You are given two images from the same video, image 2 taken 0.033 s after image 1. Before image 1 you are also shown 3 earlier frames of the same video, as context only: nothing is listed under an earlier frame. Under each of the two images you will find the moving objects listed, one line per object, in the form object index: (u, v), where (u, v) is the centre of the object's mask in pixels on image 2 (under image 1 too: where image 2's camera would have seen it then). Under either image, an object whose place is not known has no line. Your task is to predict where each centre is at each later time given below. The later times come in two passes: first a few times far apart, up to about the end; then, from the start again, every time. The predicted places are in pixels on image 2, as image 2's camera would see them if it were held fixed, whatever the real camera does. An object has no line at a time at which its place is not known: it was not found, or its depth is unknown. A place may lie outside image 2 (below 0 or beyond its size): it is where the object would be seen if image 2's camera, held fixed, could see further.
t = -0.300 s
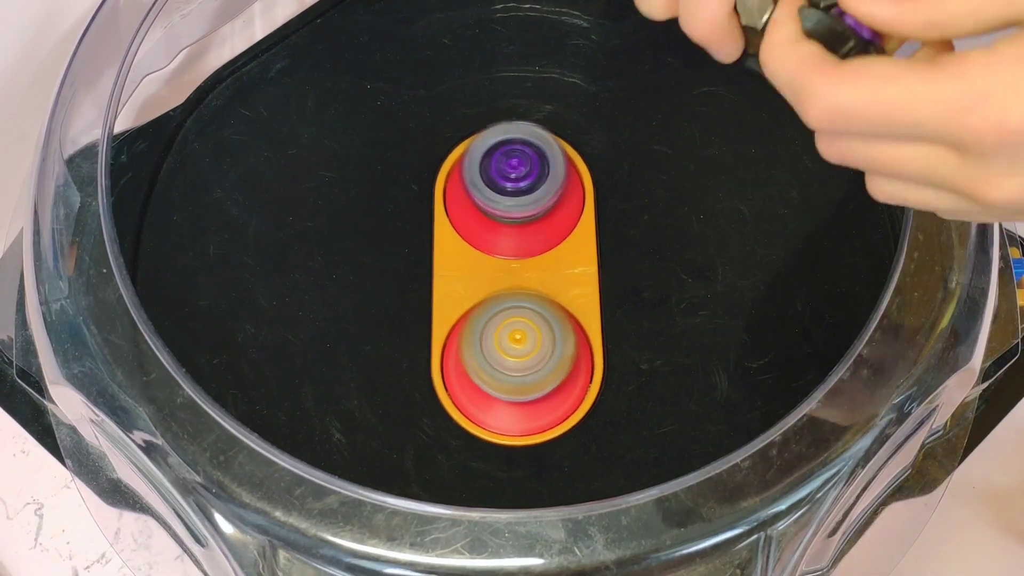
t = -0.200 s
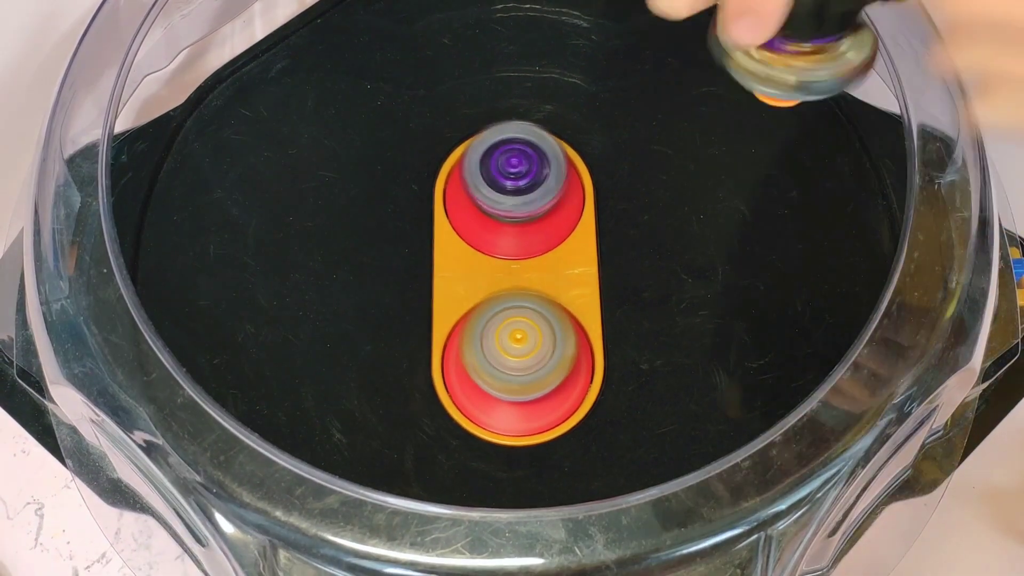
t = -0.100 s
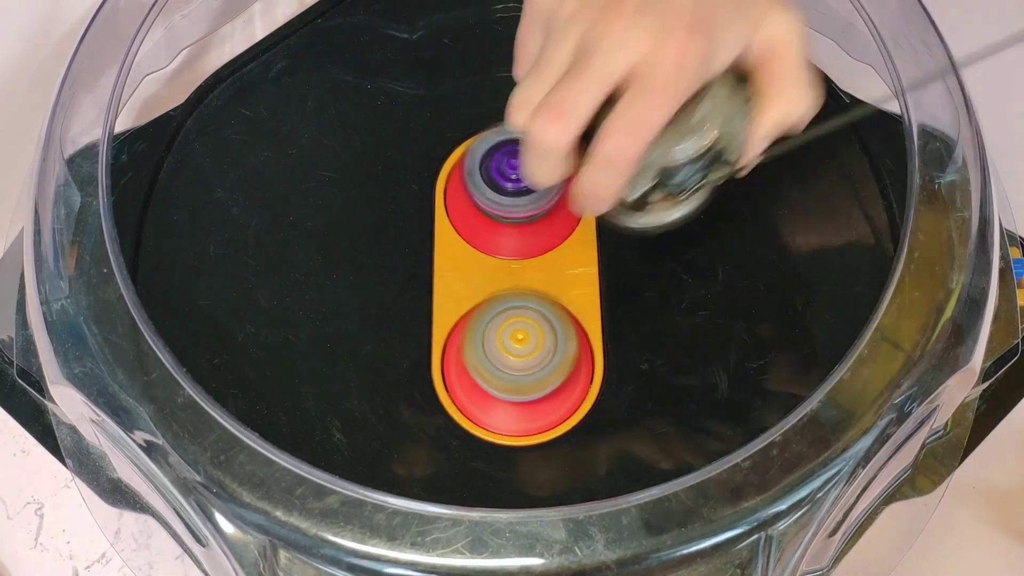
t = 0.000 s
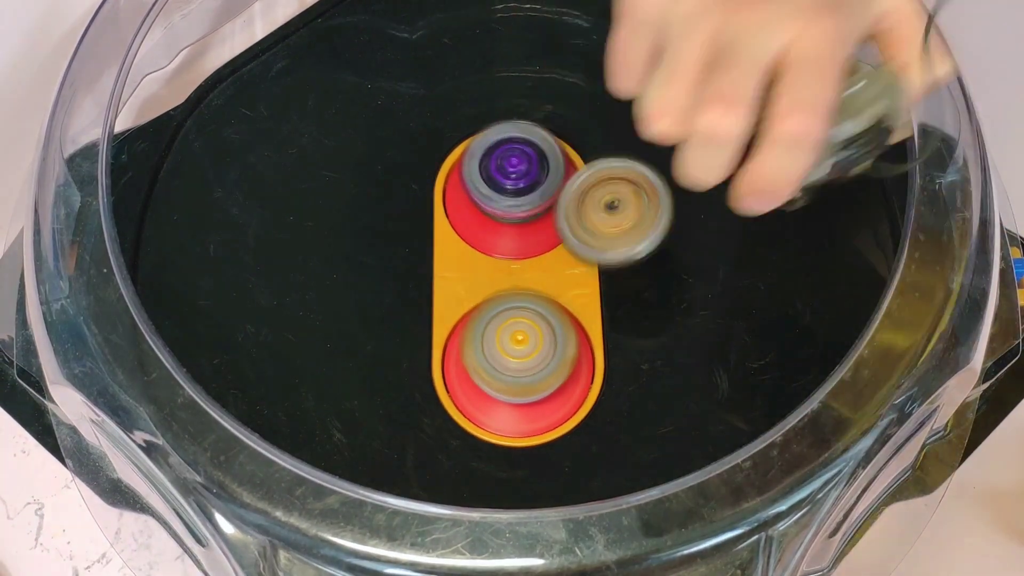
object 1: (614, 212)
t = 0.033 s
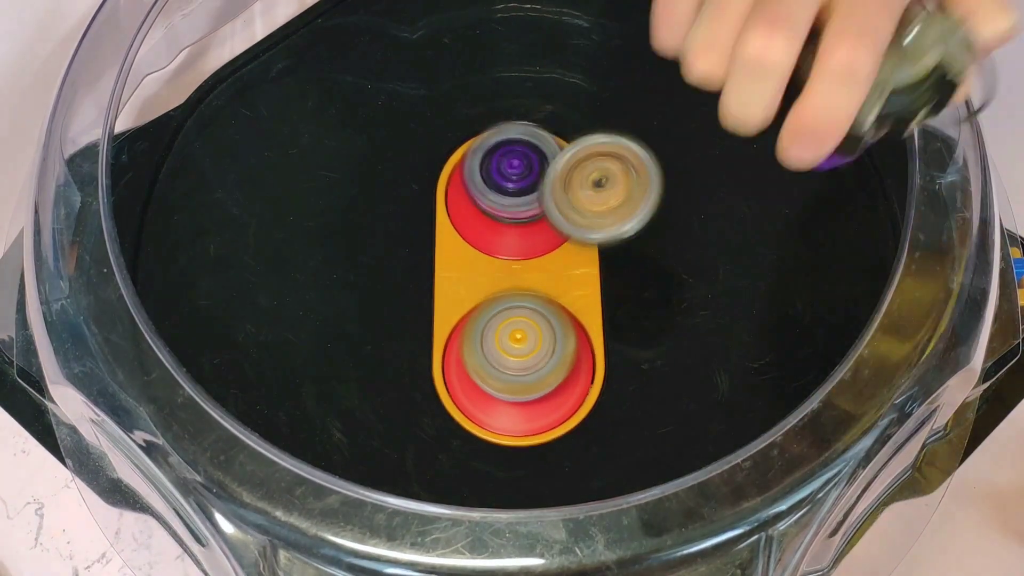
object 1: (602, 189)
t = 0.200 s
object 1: (537, 282)
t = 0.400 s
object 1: (567, 465)
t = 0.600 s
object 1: (582, 472)
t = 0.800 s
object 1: (587, 459)
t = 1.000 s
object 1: (588, 460)
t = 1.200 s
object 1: (577, 474)
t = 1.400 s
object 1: (575, 486)
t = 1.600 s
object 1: (550, 460)
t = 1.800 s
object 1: (478, 463)
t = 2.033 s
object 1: (441, 445)
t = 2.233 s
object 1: (448, 451)
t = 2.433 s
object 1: (446, 447)
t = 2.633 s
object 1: (431, 439)
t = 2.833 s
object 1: (432, 441)
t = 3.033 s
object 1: (430, 436)
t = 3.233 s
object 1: (433, 440)
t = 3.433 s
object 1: (401, 454)
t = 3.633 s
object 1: (447, 445)
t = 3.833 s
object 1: (439, 447)
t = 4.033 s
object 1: (455, 449)
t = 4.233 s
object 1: (439, 447)
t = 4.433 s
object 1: (454, 451)
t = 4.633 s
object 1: (454, 456)
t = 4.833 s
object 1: (459, 462)
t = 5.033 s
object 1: (469, 462)
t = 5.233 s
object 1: (479, 464)
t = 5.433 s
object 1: (484, 463)
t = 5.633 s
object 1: (488, 459)
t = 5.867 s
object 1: (484, 460)
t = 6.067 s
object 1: (482, 462)
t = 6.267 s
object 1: (486, 459)
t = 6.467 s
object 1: (488, 459)
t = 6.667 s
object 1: (500, 461)
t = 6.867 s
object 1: (516, 461)
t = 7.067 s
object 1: (536, 467)
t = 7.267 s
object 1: (546, 466)
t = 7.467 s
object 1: (550, 464)
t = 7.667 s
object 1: (556, 458)
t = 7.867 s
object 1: (571, 455)
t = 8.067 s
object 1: (590, 453)
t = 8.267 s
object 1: (610, 433)
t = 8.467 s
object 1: (617, 420)
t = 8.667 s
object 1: (633, 412)
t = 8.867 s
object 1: (641, 387)
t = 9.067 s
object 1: (646, 361)
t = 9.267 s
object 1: (646, 320)
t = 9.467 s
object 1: (626, 280)
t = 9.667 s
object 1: (598, 243)
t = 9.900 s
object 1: (594, 252)
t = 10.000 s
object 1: (591, 251)
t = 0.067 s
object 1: (587, 176)
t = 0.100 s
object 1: (571, 178)
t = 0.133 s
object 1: (554, 193)
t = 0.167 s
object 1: (546, 231)
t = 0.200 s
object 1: (537, 282)
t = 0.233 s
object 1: (530, 325)
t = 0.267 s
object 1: (527, 362)
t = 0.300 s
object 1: (539, 404)
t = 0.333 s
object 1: (548, 446)
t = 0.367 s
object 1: (557, 464)
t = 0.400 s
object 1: (567, 465)
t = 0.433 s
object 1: (580, 486)
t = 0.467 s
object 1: (589, 504)
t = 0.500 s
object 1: (591, 504)
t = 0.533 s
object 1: (591, 513)
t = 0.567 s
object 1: (589, 501)
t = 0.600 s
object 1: (582, 472)
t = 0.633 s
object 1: (581, 466)
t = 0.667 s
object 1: (580, 459)
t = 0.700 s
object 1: (578, 451)
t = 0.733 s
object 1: (580, 451)
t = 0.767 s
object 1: (583, 457)
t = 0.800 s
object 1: (587, 459)
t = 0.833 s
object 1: (592, 460)
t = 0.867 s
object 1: (598, 460)
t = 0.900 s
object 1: (600, 460)
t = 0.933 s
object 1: (598, 460)
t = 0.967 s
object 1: (594, 460)
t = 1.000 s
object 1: (588, 460)
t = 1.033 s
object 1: (581, 458)
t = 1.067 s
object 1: (576, 455)
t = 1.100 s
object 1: (571, 451)
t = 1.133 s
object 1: (575, 460)
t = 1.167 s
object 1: (577, 469)
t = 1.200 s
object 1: (577, 474)
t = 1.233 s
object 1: (577, 479)
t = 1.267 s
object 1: (577, 483)
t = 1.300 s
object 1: (576, 485)
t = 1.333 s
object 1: (576, 487)
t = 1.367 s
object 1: (575, 487)
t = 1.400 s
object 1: (575, 486)
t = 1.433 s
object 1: (572, 484)
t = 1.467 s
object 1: (569, 481)
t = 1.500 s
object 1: (565, 477)
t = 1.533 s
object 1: (562, 472)
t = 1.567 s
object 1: (557, 466)
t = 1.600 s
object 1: (550, 460)
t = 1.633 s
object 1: (541, 457)
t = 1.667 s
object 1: (529, 463)
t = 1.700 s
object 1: (517, 466)
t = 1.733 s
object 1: (505, 466)
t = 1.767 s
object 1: (492, 465)
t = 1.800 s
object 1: (478, 463)
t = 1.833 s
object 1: (466, 461)
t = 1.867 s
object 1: (453, 458)
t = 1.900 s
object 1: (443, 456)
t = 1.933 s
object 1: (437, 453)
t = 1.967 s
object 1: (435, 450)
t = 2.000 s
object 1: (437, 447)
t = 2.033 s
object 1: (441, 445)
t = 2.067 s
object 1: (445, 444)
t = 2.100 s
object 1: (443, 448)
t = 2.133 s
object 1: (443, 451)
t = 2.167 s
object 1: (444, 452)
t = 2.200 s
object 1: (444, 452)
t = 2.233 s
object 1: (448, 451)
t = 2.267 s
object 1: (452, 448)
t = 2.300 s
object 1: (454, 449)
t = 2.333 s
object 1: (452, 453)
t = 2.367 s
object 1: (450, 453)
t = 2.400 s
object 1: (448, 450)
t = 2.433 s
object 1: (446, 447)
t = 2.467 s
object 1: (439, 449)
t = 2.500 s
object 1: (435, 448)
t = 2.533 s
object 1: (434, 444)
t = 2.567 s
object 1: (437, 440)
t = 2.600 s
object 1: (437, 437)
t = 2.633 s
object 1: (431, 439)
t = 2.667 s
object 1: (425, 440)
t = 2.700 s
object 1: (425, 440)
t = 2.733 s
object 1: (428, 438)
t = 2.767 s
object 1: (430, 437)
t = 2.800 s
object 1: (430, 441)
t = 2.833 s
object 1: (432, 441)
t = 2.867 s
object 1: (437, 439)
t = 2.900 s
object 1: (431, 442)
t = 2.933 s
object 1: (427, 442)
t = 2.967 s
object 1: (427, 440)
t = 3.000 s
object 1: (431, 436)
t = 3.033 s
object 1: (430, 436)
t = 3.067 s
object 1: (429, 436)
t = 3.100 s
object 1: (431, 434)
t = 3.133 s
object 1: (430, 434)
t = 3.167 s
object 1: (432, 435)
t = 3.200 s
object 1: (434, 436)
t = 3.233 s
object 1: (433, 440)
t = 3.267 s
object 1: (436, 439)
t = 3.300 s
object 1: (424, 444)
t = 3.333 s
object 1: (406, 449)
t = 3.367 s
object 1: (398, 452)
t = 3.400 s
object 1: (397, 453)
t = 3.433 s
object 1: (401, 454)
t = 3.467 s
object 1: (406, 454)
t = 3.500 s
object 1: (414, 455)
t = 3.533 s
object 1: (422, 454)
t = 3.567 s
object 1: (430, 453)
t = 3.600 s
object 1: (440, 449)
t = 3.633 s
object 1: (447, 445)
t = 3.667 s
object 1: (448, 446)
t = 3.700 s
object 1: (449, 446)
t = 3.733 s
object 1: (447, 445)
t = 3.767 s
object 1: (442, 447)
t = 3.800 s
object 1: (442, 445)
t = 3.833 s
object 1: (439, 447)
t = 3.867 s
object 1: (431, 453)
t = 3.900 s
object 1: (432, 456)
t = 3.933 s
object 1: (436, 456)
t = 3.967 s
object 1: (444, 455)
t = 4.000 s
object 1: (453, 451)
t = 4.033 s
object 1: (455, 449)
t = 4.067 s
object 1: (452, 448)
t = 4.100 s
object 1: (446, 450)
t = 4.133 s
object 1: (445, 447)
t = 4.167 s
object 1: (442, 446)
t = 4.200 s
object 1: (437, 448)
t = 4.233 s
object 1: (439, 447)
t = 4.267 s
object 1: (443, 445)
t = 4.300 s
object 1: (446, 446)
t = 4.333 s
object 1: (443, 452)
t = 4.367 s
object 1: (444, 454)
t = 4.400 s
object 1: (449, 453)
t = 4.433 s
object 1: (454, 451)
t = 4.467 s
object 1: (458, 451)
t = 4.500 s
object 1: (460, 453)
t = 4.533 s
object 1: (462, 452)
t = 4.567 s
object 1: (455, 456)
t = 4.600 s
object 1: (452, 457)
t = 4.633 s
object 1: (454, 456)
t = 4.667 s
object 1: (458, 455)
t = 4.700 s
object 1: (462, 452)
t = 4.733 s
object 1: (464, 452)
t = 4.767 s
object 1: (461, 457)
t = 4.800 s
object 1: (459, 462)
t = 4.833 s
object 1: (459, 462)
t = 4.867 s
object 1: (462, 461)
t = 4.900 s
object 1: (467, 458)
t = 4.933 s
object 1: (470, 455)
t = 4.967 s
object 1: (469, 457)
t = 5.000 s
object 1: (468, 461)
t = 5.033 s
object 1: (469, 462)
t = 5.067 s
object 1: (472, 461)
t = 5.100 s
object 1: (474, 458)
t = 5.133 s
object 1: (477, 455)
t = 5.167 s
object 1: (480, 456)
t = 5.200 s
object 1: (480, 461)
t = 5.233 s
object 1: (479, 464)
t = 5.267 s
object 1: (480, 463)
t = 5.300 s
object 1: (484, 461)
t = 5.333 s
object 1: (488, 458)
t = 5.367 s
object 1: (488, 460)
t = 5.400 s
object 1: (485, 463)
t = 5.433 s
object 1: (484, 463)
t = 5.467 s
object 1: (485, 461)
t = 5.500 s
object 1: (488, 458)
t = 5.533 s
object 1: (488, 462)
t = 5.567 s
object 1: (487, 463)
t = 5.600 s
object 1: (488, 461)
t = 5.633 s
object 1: (488, 459)
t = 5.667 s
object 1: (489, 458)
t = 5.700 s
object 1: (489, 459)
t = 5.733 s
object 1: (489, 459)
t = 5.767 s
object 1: (489, 459)
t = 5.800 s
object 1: (488, 458)
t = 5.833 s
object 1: (484, 461)
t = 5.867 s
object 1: (484, 460)
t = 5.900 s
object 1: (483, 459)
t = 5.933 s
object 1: (482, 460)
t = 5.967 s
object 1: (480, 463)
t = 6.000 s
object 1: (480, 464)
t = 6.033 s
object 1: (481, 463)
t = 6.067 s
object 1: (482, 462)
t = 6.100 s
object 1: (484, 460)
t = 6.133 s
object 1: (485, 458)
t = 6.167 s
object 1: (484, 462)
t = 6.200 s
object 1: (485, 462)
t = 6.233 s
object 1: (485, 460)
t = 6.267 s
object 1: (486, 459)
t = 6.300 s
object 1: (485, 457)
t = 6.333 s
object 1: (485, 457)
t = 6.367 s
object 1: (485, 459)
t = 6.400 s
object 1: (484, 461)
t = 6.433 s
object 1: (486, 460)
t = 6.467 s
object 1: (488, 459)
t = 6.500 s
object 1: (492, 459)
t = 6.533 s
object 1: (494, 460)
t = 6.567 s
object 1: (496, 463)
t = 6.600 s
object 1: (498, 463)
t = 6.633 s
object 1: (498, 462)
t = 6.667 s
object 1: (500, 461)
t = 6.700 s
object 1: (500, 460)
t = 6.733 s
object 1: (502, 460)
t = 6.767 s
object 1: (505, 462)
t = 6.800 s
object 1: (509, 462)
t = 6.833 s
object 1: (514, 460)
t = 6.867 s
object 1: (516, 461)
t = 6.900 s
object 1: (519, 463)
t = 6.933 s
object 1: (522, 462)
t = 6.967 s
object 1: (526, 461)
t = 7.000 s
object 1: (528, 461)
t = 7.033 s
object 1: (531, 460)
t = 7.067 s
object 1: (536, 467)
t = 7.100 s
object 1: (539, 474)
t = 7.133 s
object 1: (542, 476)
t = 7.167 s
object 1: (543, 475)
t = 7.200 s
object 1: (545, 473)
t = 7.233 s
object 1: (545, 470)
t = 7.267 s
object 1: (546, 466)
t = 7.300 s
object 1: (545, 464)
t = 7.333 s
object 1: (546, 459)
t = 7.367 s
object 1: (546, 461)
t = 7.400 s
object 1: (548, 465)
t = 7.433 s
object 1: (549, 466)
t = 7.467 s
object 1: (550, 464)
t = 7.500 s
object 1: (551, 462)
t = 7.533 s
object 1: (551, 458)
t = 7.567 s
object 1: (553, 459)
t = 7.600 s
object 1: (555, 461)
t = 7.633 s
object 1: (556, 461)
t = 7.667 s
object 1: (556, 458)
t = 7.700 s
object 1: (559, 456)
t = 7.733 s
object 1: (565, 461)
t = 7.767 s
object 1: (568, 462)
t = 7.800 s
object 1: (569, 461)
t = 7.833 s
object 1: (571, 458)
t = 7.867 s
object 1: (571, 455)
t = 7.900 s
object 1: (573, 453)
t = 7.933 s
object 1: (577, 453)
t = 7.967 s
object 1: (578, 451)
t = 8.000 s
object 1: (582, 452)
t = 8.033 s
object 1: (587, 453)
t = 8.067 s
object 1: (590, 453)
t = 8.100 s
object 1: (591, 450)
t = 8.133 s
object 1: (594, 445)
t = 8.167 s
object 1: (598, 442)
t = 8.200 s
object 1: (602, 439)
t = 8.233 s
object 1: (604, 435)
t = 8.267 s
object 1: (610, 433)
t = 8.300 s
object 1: (612, 431)
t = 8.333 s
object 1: (613, 427)
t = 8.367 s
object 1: (613, 430)
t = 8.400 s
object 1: (612, 427)
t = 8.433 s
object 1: (617, 425)
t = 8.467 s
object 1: (617, 420)
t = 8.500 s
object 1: (626, 420)
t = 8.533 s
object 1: (627, 419)
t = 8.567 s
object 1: (626, 414)
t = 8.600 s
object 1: (635, 416)
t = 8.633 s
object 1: (634, 416)
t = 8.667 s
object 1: (633, 412)
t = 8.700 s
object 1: (631, 408)
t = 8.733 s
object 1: (632, 404)
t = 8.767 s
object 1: (633, 400)
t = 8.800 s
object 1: (636, 397)
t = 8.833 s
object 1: (641, 392)
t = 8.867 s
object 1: (641, 387)
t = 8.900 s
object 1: (646, 383)
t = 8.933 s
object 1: (651, 378)
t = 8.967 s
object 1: (652, 374)
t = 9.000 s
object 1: (648, 370)
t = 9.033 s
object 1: (645, 364)
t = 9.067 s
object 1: (646, 361)
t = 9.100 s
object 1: (656, 353)
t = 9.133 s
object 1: (659, 347)
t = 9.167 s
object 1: (656, 342)
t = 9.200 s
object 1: (652, 335)
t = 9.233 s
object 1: (647, 329)
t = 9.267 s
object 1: (646, 320)
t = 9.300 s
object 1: (642, 312)
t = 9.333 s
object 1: (640, 307)
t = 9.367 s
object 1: (639, 299)
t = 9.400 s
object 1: (637, 293)
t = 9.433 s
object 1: (633, 287)
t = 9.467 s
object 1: (626, 280)
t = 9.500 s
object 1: (619, 274)
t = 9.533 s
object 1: (614, 268)
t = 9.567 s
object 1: (608, 261)
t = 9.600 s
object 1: (601, 256)
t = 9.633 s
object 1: (596, 244)
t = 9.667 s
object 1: (598, 243)
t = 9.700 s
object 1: (598, 244)
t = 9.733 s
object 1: (596, 248)
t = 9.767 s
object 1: (592, 254)
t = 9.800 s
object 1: (595, 250)
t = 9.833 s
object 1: (601, 249)
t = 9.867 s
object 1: (599, 254)
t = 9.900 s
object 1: (594, 252)
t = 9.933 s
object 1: (592, 250)
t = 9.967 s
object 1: (591, 250)
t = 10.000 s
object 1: (591, 251)
